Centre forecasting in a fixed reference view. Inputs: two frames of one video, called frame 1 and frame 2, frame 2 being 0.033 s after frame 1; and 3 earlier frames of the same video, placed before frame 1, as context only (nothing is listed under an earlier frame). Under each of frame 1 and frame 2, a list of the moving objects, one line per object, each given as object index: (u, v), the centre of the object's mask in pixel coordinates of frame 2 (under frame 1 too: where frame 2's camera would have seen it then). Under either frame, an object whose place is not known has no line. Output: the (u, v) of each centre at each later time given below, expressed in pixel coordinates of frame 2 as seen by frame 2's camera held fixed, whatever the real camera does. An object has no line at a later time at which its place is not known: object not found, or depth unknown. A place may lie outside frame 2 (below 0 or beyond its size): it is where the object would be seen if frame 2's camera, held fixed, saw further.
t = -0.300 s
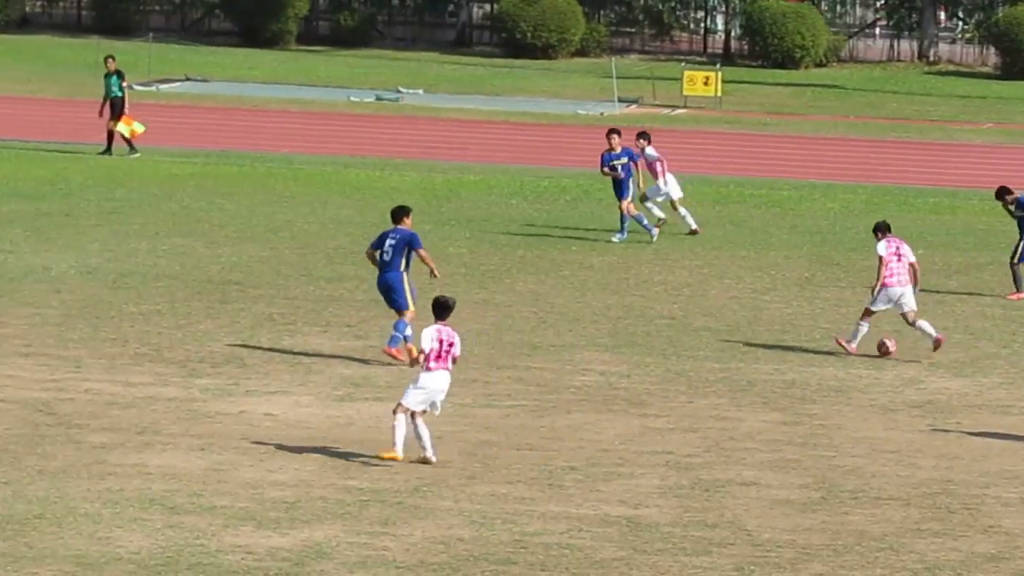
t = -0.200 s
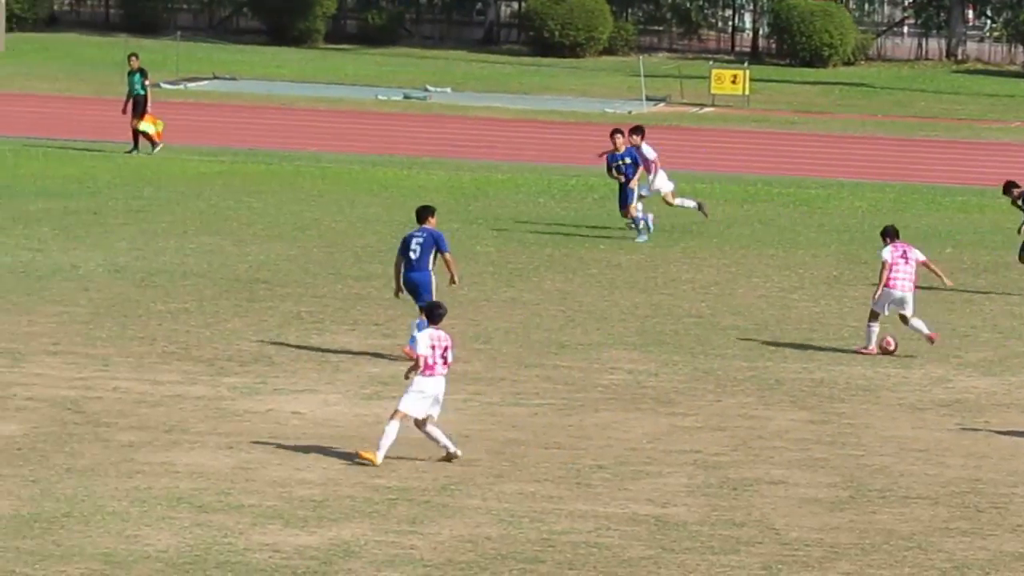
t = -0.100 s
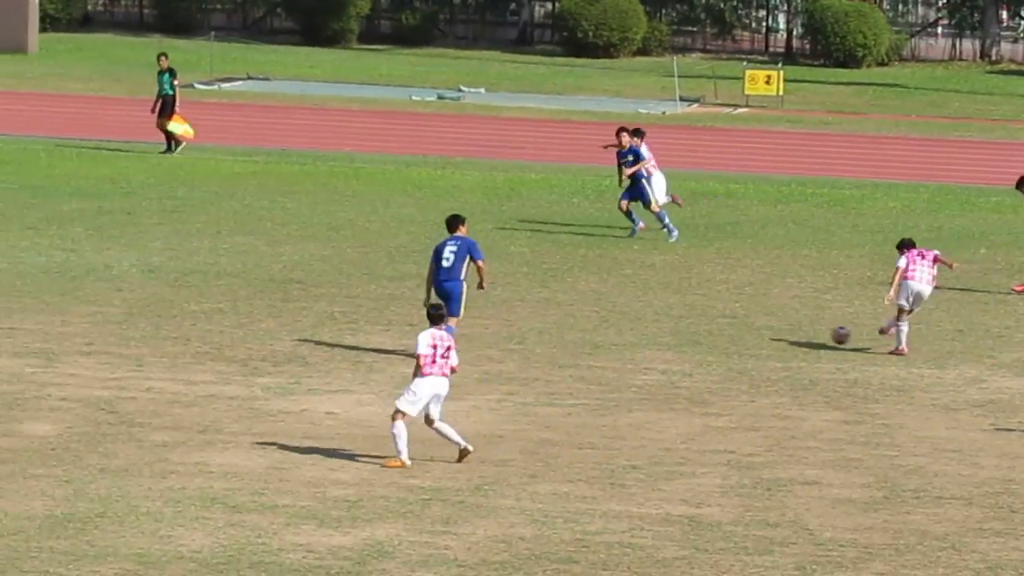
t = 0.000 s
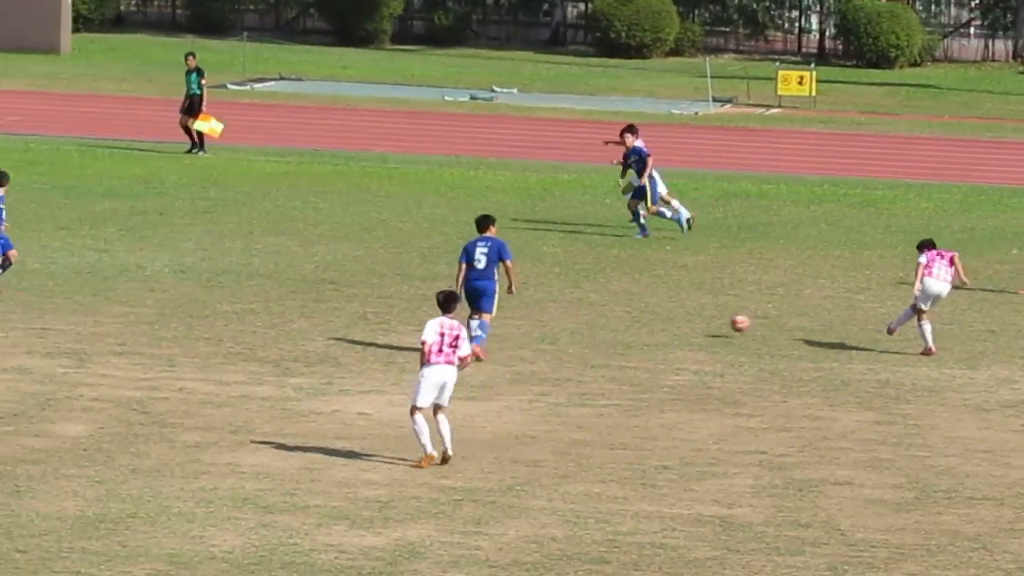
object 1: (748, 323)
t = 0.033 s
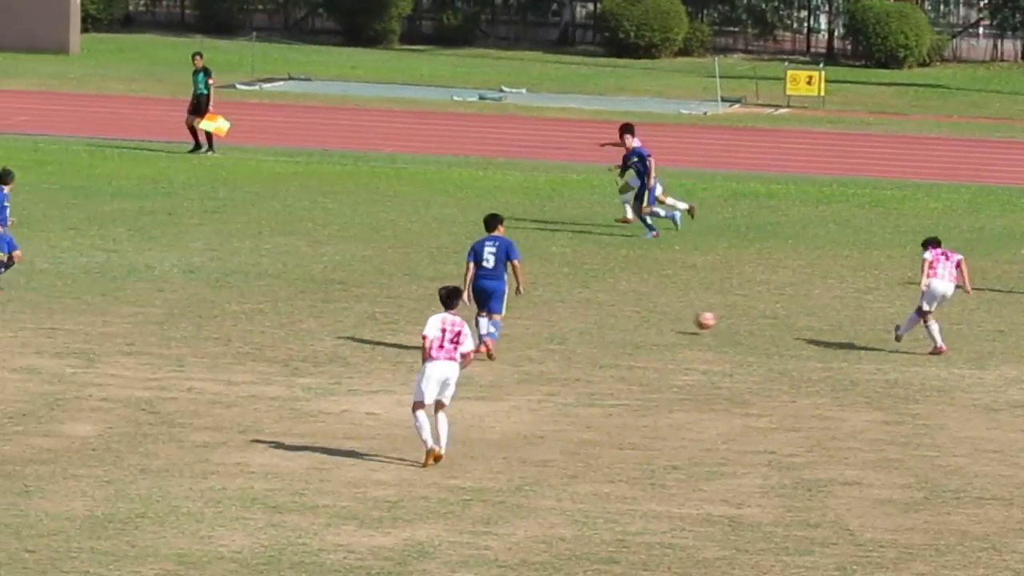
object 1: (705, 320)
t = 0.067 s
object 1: (662, 318)
